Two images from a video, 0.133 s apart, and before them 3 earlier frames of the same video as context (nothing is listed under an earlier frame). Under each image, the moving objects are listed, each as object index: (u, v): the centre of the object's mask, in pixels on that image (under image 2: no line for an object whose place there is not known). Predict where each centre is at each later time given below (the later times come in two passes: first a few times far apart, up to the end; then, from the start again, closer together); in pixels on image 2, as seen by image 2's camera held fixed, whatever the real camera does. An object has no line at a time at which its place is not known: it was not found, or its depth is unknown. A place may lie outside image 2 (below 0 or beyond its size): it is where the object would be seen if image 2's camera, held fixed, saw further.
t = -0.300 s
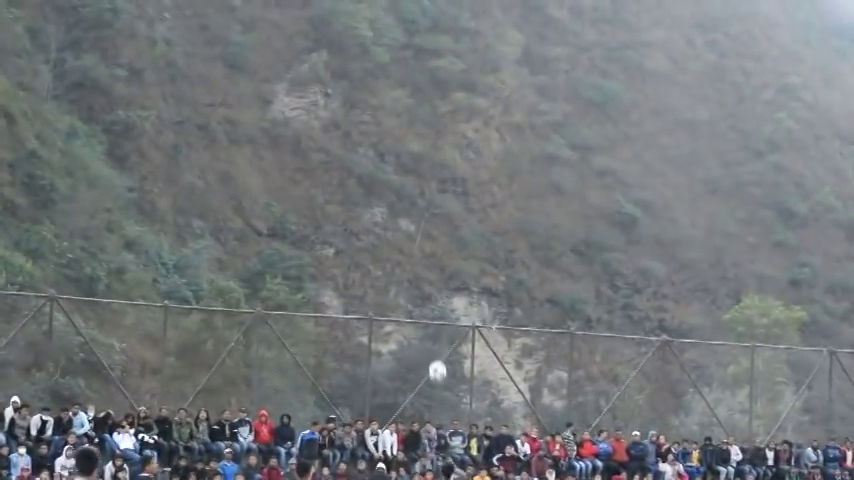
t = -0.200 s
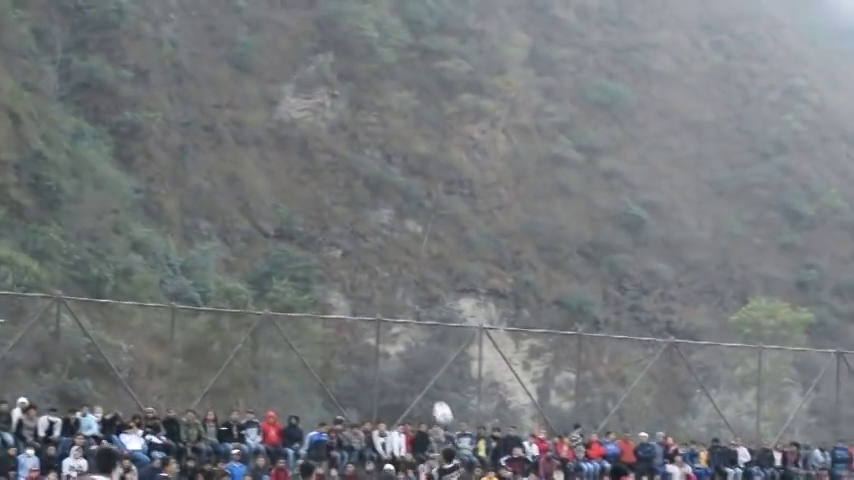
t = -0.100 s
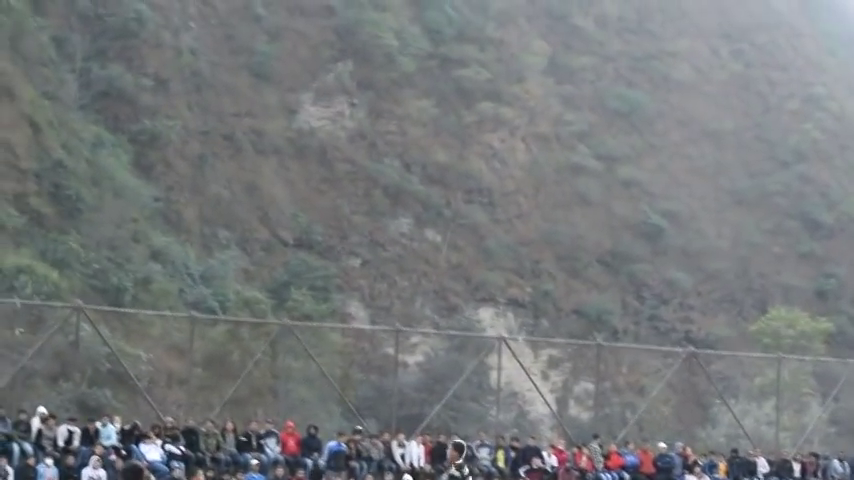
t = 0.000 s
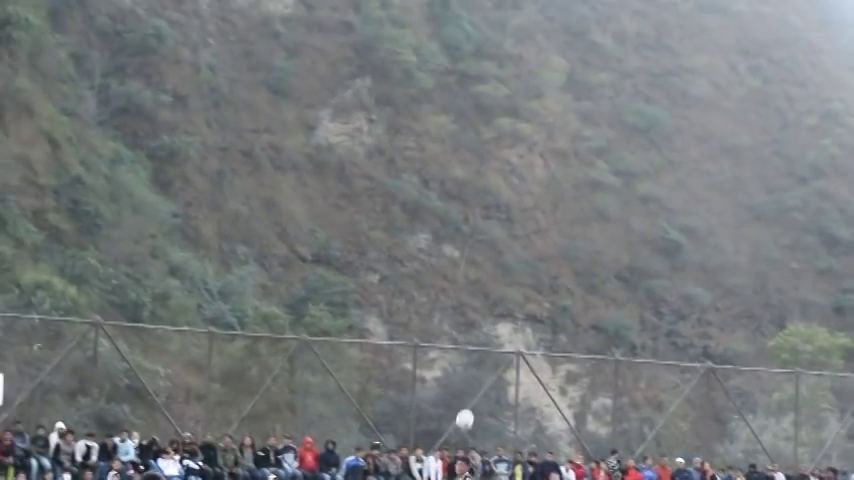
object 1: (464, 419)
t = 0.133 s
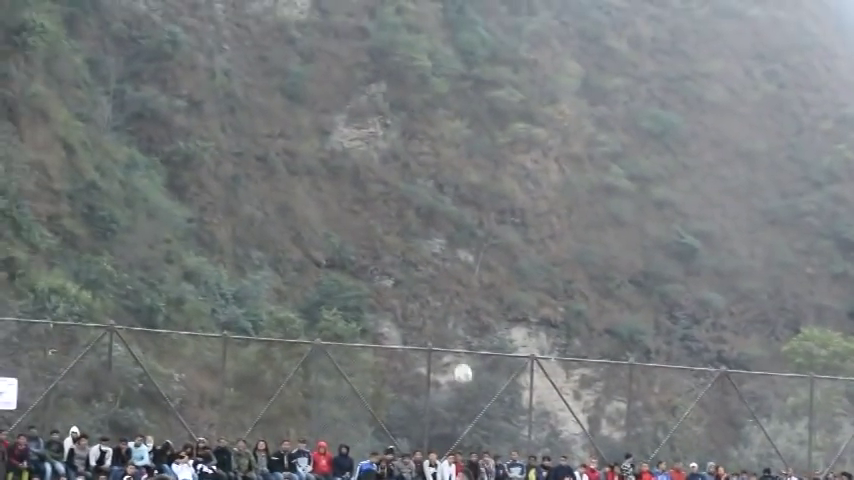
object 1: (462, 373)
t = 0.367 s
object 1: (432, 322)
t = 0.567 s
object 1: (408, 314)
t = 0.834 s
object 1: (375, 350)
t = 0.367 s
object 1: (432, 322)
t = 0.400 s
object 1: (430, 320)
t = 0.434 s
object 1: (426, 316)
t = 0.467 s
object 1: (421, 315)
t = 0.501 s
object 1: (418, 314)
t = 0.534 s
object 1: (413, 314)
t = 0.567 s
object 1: (408, 314)
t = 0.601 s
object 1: (406, 315)
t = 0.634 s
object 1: (400, 318)
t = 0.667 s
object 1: (395, 321)
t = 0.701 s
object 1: (392, 325)
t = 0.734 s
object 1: (388, 330)
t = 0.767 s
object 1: (383, 336)
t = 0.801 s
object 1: (380, 341)
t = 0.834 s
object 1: (375, 350)
